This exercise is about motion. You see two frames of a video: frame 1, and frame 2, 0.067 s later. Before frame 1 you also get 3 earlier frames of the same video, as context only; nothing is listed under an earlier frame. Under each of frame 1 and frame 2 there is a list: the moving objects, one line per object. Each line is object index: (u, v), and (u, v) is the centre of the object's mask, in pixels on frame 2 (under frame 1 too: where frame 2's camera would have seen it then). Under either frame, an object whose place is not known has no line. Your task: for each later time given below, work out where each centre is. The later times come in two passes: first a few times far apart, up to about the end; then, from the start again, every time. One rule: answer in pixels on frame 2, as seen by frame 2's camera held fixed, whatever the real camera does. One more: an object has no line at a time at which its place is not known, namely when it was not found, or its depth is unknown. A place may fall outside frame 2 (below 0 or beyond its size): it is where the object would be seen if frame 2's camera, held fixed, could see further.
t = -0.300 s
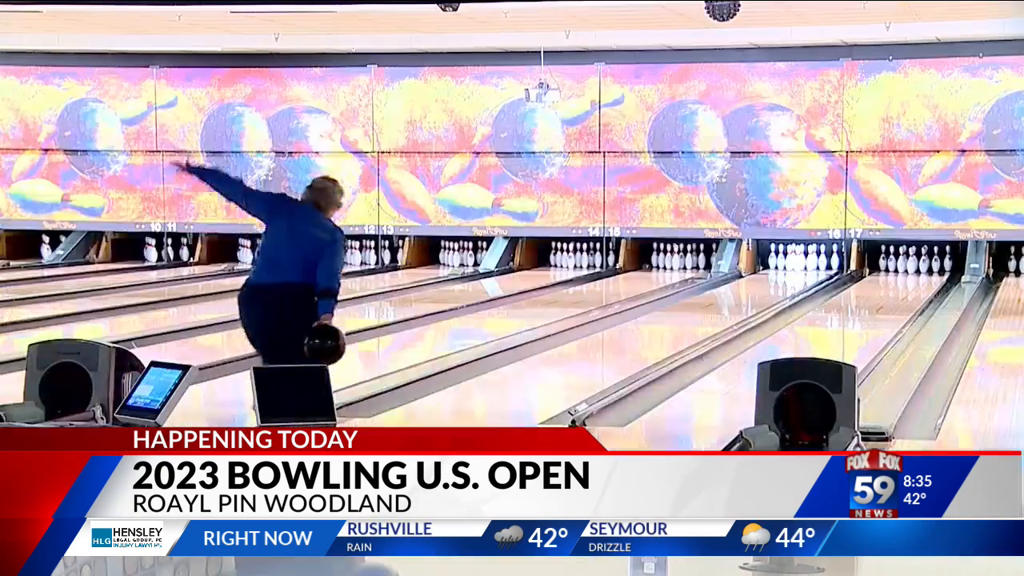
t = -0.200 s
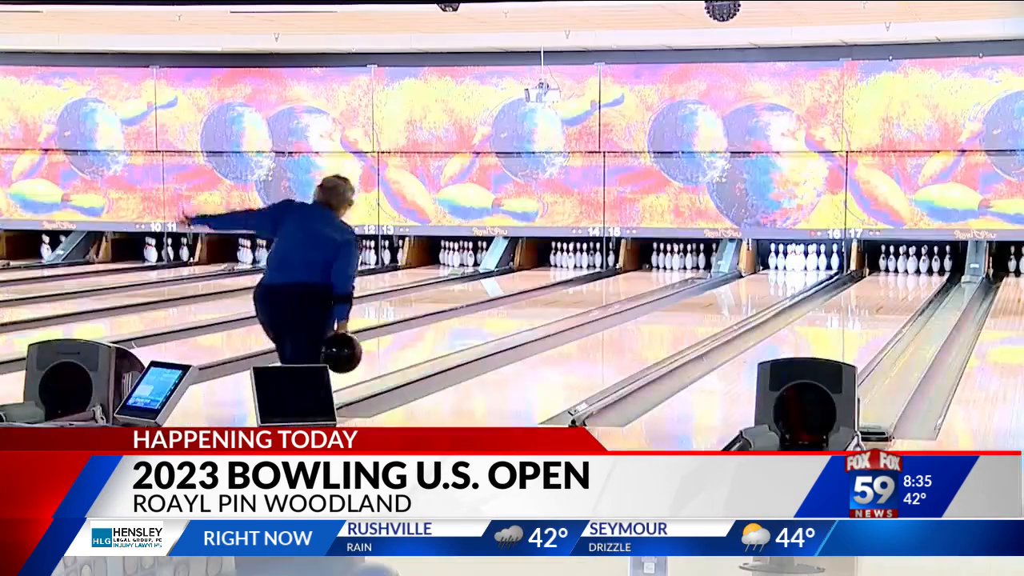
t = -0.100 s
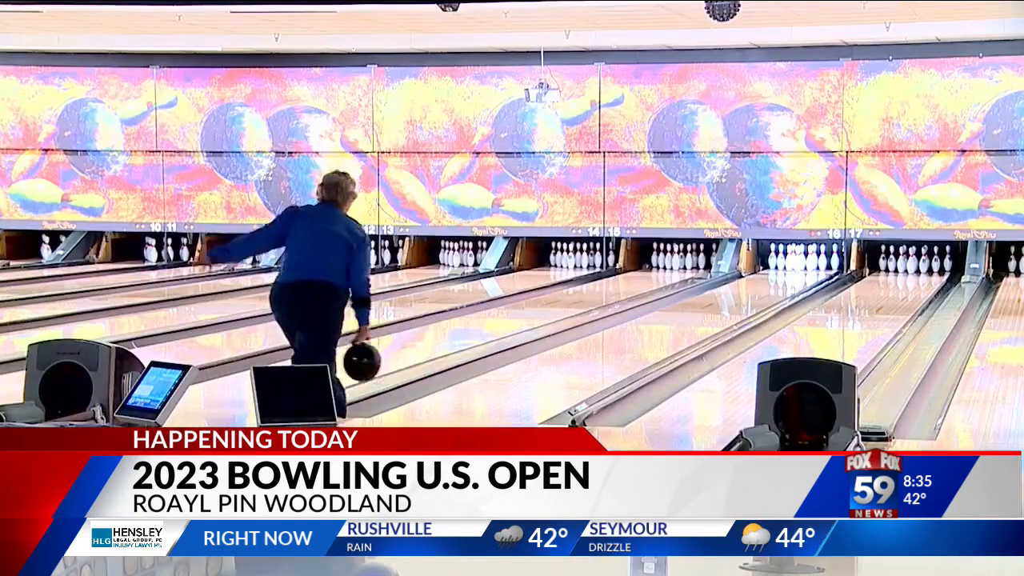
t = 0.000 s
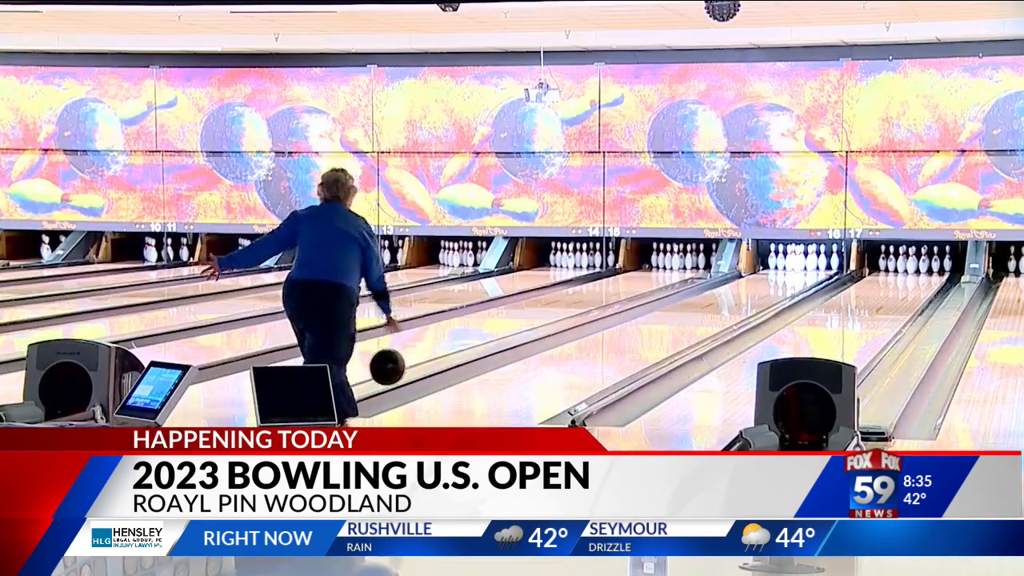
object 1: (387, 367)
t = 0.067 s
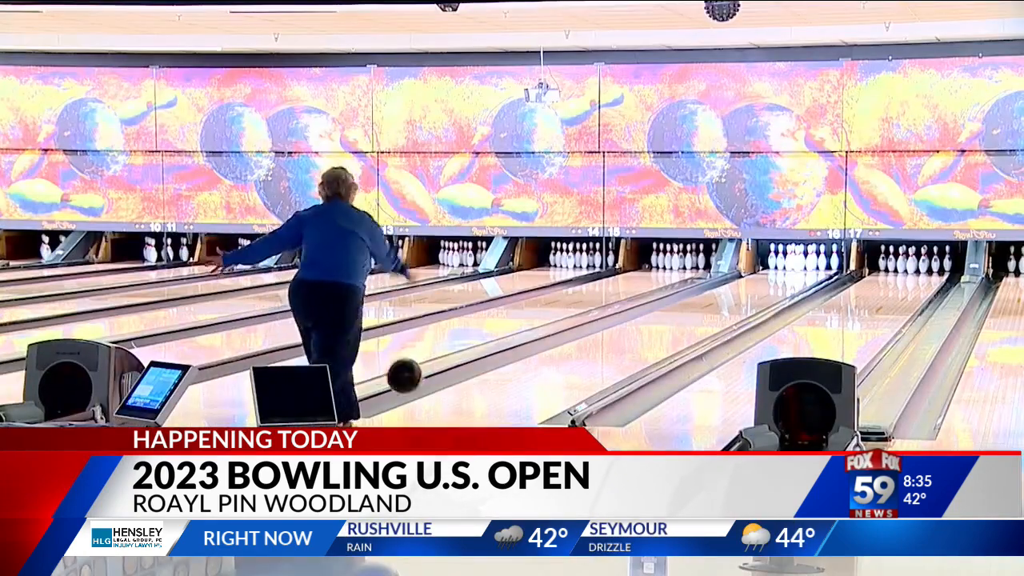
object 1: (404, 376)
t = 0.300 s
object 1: (457, 393)
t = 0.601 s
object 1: (512, 369)
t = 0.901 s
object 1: (558, 350)
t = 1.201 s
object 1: (595, 336)
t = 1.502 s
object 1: (628, 323)
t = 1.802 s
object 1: (656, 313)
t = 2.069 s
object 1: (678, 305)
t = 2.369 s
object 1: (700, 297)
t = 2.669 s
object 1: (720, 289)
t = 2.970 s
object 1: (738, 282)
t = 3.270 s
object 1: (754, 277)
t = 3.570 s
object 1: (769, 272)
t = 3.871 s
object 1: (785, 268)
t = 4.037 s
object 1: (792, 266)
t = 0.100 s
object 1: (412, 382)
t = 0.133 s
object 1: (420, 391)
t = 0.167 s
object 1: (428, 402)
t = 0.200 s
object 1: (436, 401)
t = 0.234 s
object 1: (443, 397)
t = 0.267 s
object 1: (450, 395)
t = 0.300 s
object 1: (457, 393)
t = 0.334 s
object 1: (464, 390)
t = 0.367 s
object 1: (471, 387)
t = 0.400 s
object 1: (477, 384)
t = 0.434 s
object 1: (483, 382)
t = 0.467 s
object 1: (489, 379)
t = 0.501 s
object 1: (495, 377)
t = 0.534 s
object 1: (501, 374)
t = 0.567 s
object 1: (507, 372)
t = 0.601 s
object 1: (512, 369)
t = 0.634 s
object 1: (518, 367)
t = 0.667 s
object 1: (523, 365)
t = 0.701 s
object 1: (528, 362)
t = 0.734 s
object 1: (533, 360)
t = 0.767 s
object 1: (538, 358)
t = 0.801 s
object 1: (543, 356)
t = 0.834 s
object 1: (548, 354)
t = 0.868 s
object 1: (553, 352)
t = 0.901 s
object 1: (558, 350)
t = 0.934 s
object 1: (562, 349)
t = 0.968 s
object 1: (567, 347)
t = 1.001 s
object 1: (571, 345)
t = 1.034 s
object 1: (575, 344)
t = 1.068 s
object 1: (579, 342)
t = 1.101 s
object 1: (583, 340)
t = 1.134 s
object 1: (587, 339)
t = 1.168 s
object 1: (591, 337)
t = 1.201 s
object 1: (595, 336)
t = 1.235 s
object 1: (599, 335)
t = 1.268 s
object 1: (603, 333)
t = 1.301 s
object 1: (607, 332)
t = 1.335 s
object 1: (610, 330)
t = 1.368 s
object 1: (614, 329)
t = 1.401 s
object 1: (617, 327)
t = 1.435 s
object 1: (621, 326)
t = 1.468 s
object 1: (624, 325)
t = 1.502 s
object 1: (628, 323)
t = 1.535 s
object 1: (631, 322)
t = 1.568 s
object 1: (634, 321)
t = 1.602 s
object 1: (637, 319)
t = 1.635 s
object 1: (641, 318)
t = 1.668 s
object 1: (644, 317)
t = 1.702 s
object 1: (647, 316)
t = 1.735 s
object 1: (650, 315)
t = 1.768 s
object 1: (653, 314)
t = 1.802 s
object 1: (656, 313)
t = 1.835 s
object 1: (659, 312)
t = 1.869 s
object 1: (661, 311)
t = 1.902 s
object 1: (664, 309)
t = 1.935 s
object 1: (667, 308)
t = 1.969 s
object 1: (669, 308)
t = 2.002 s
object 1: (672, 307)
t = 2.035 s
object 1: (675, 306)
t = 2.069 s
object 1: (678, 305)
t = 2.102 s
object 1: (680, 304)
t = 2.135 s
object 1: (683, 303)
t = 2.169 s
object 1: (686, 302)
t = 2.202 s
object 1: (688, 301)
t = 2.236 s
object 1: (690, 300)
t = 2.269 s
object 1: (693, 299)
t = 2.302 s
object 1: (695, 298)
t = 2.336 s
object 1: (698, 297)
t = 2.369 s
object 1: (700, 297)
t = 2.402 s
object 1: (702, 296)
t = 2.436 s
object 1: (705, 295)
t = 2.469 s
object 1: (707, 294)
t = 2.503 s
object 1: (709, 293)
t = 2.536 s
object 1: (711, 292)
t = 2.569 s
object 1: (713, 291)
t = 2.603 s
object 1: (716, 291)
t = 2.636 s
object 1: (718, 290)
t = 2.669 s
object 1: (720, 289)
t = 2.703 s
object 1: (722, 289)
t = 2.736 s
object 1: (724, 288)
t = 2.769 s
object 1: (726, 287)
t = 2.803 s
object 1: (728, 287)
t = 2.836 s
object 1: (730, 286)
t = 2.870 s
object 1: (732, 285)
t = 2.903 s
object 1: (734, 284)
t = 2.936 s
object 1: (736, 283)
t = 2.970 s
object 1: (738, 282)
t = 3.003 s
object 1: (739, 282)
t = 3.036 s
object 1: (741, 281)
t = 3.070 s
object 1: (743, 281)
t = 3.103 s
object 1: (745, 280)
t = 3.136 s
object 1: (747, 279)
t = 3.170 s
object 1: (749, 278)
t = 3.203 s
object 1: (750, 278)
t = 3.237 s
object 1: (753, 278)
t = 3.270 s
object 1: (754, 277)
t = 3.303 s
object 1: (756, 276)
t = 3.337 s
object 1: (758, 276)
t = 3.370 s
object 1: (759, 275)
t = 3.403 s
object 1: (761, 275)
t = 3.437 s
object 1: (763, 274)
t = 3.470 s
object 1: (764, 273)
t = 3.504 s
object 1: (766, 273)
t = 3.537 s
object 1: (768, 273)
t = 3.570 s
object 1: (769, 272)
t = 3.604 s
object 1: (771, 272)
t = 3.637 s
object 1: (774, 271)
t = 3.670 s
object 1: (775, 271)
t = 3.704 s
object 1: (776, 270)
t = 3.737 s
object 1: (778, 270)
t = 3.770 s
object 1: (780, 269)
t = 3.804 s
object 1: (781, 269)
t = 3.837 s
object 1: (783, 268)
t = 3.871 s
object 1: (785, 268)
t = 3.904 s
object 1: (786, 268)
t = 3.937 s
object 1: (788, 267)
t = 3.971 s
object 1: (789, 266)
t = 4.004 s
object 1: (791, 266)
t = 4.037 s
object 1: (792, 266)
